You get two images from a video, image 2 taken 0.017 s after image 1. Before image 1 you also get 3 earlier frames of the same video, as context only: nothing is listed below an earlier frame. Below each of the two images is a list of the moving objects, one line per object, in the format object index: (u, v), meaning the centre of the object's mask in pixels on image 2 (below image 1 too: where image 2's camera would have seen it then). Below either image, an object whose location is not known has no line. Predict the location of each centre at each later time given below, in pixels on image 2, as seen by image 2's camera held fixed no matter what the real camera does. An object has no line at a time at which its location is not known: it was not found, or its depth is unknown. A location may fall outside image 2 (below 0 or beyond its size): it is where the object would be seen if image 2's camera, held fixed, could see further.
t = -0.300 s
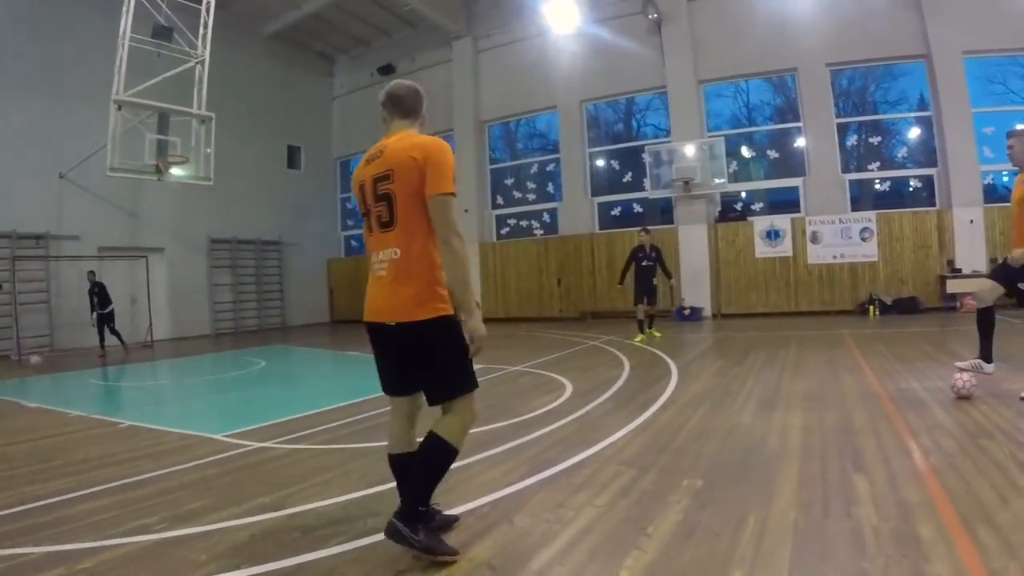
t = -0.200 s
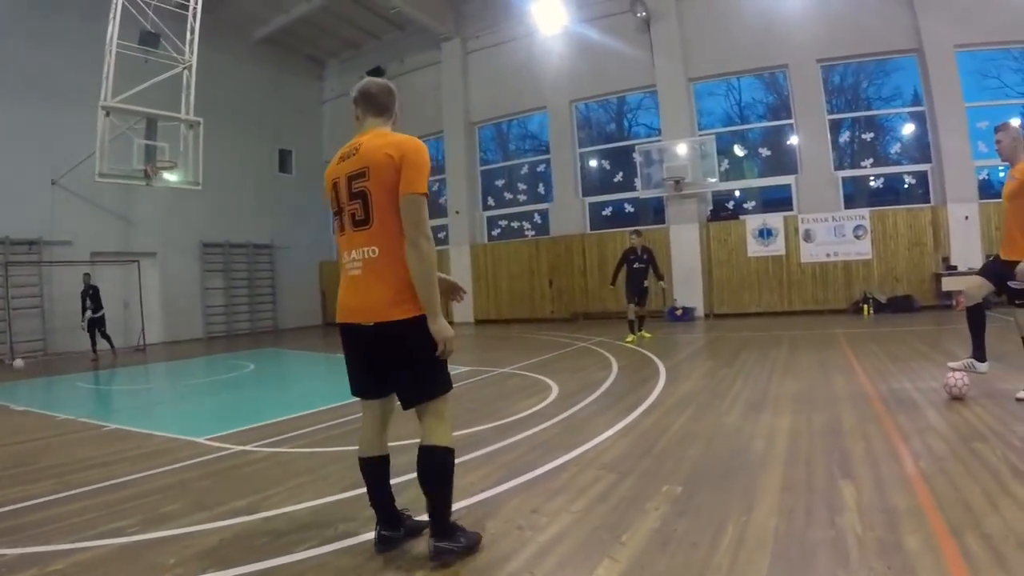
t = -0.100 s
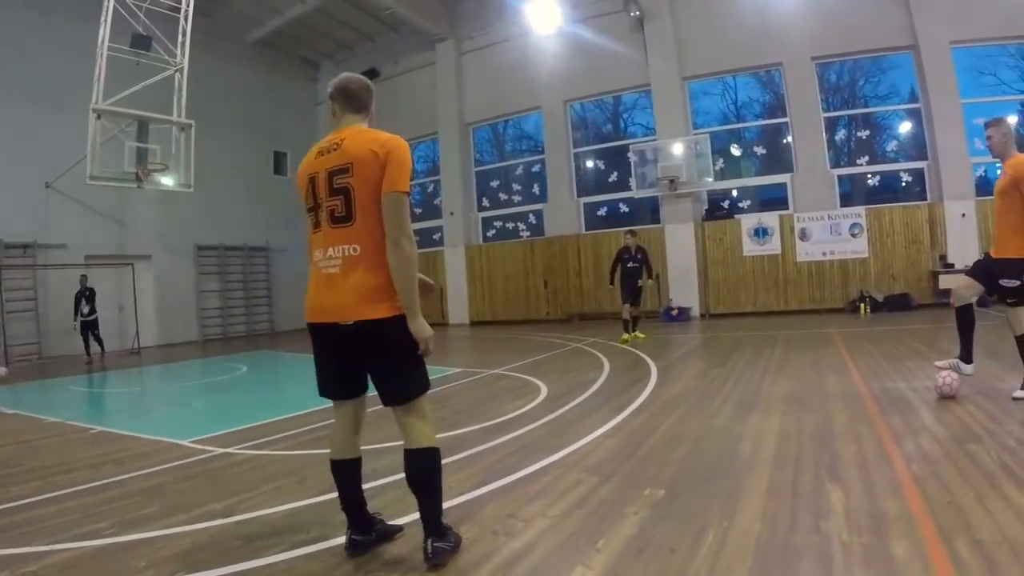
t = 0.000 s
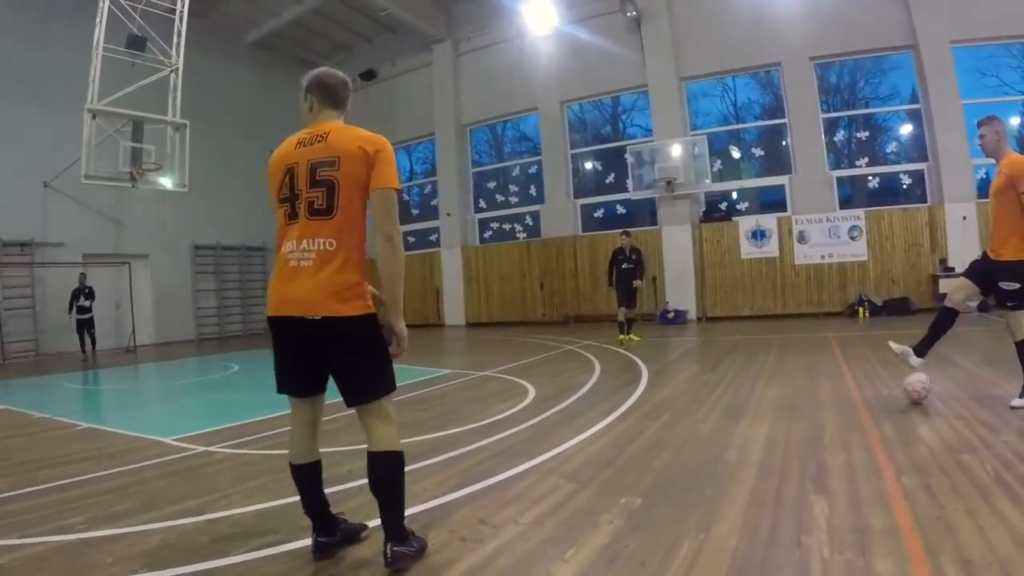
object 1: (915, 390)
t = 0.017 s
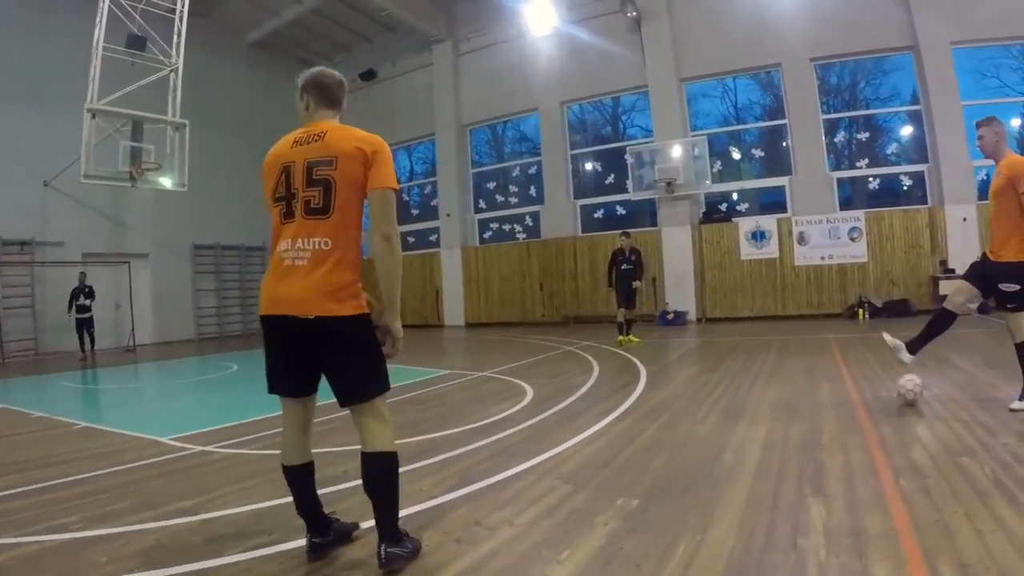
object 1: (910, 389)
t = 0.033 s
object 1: (902, 388)
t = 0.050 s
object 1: (896, 389)
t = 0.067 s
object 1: (890, 387)
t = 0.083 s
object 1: (884, 388)
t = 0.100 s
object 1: (878, 387)
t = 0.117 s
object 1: (872, 387)
